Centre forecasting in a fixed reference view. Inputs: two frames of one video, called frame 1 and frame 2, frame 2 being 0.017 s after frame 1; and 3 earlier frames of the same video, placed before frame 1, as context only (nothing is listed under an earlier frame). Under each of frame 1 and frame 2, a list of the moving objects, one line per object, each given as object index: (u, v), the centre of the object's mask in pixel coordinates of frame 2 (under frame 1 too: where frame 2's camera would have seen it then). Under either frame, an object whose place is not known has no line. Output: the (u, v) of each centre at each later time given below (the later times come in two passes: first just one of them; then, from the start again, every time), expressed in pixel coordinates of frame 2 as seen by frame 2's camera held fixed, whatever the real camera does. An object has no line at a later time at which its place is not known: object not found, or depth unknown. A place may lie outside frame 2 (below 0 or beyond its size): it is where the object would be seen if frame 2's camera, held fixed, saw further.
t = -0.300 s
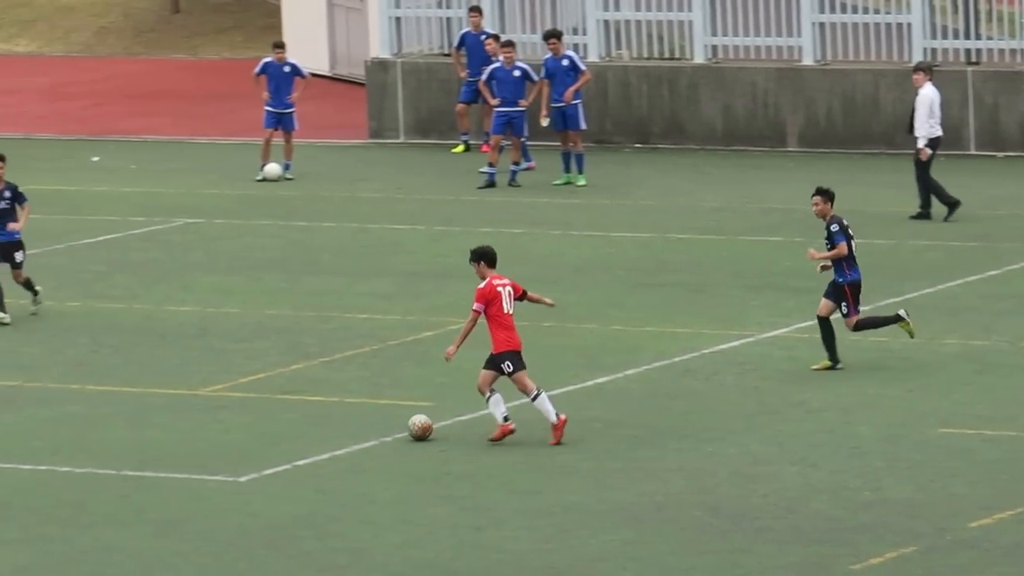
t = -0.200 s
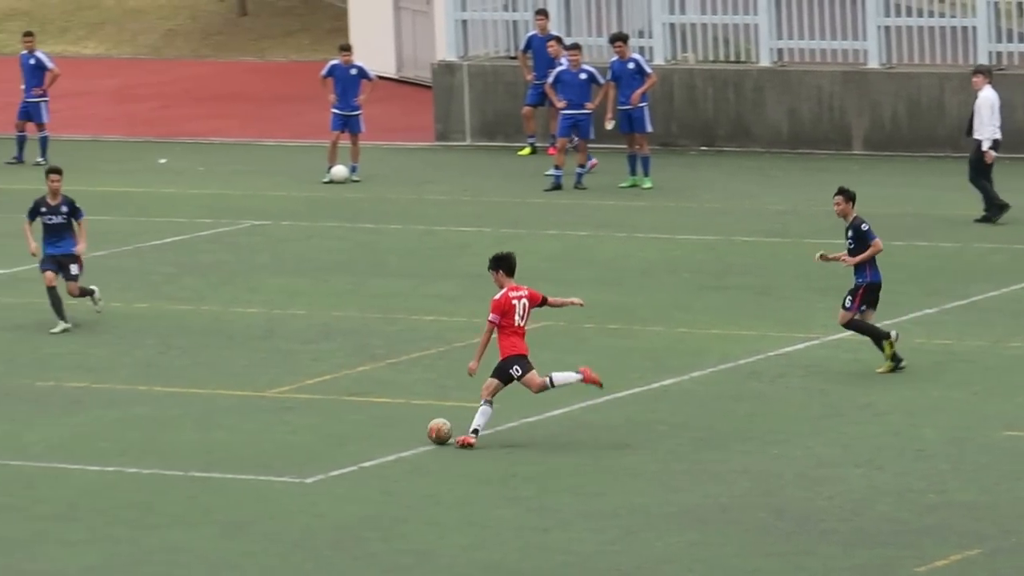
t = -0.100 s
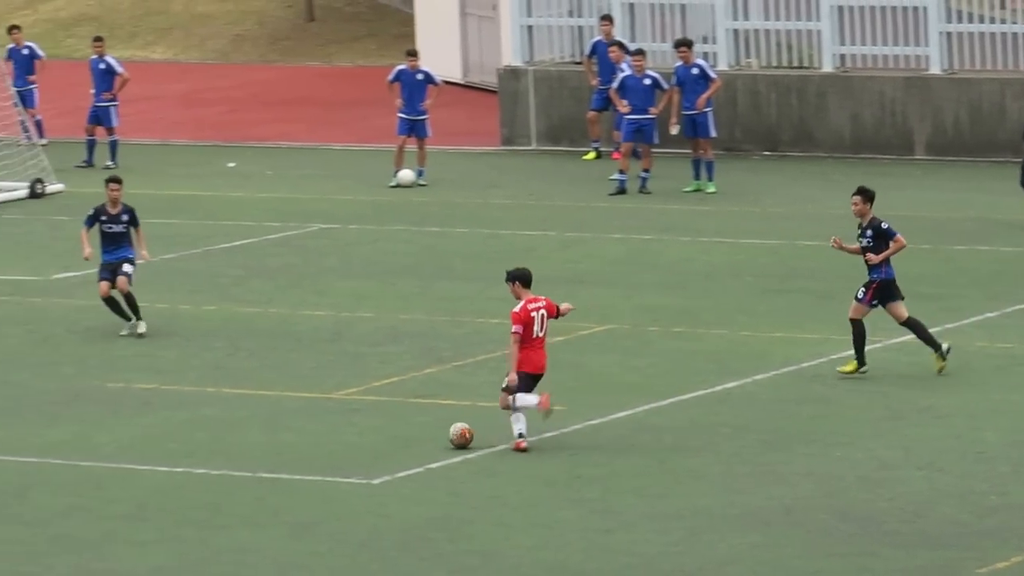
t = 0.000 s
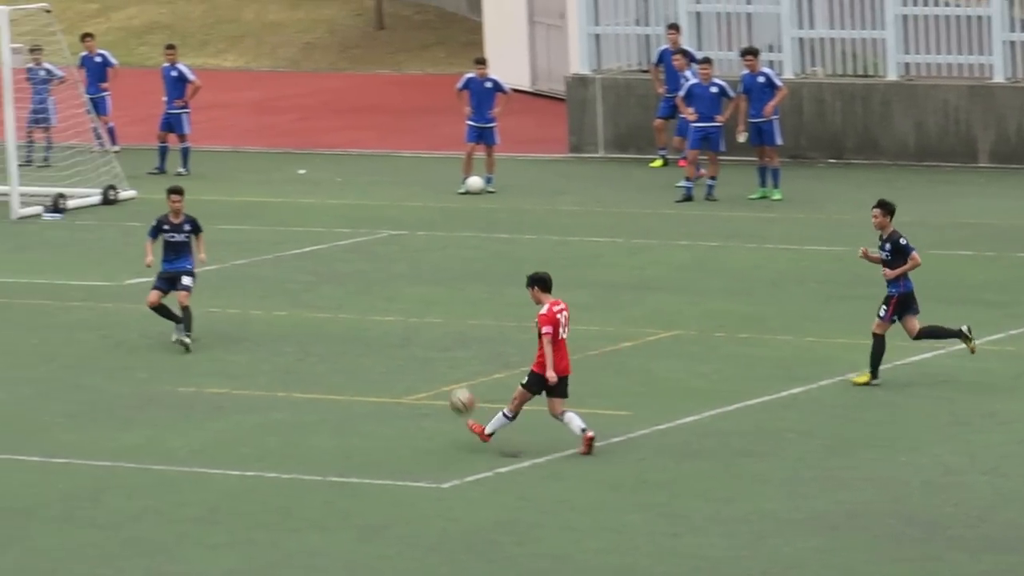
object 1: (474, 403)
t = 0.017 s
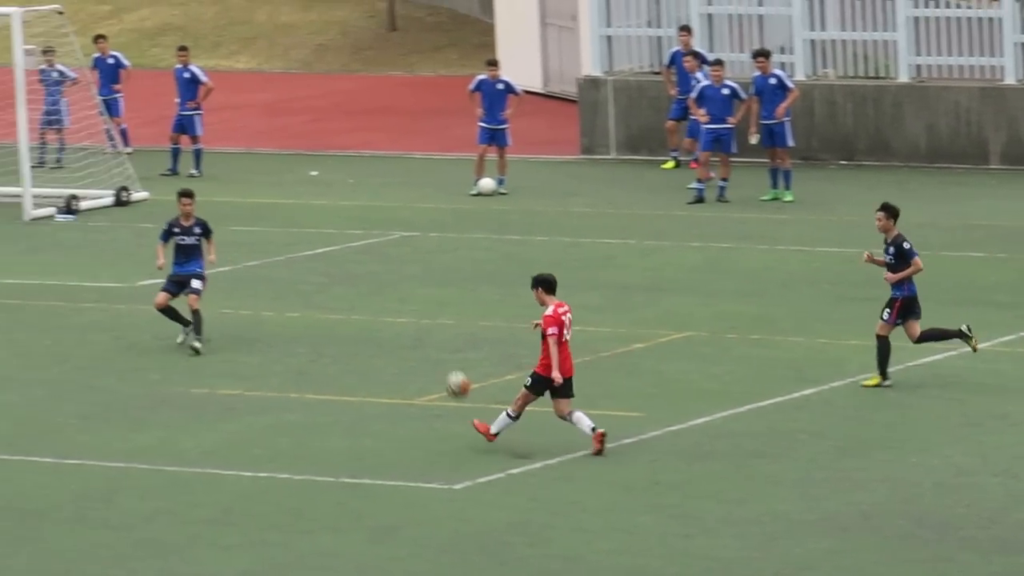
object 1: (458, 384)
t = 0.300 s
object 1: (217, 136)
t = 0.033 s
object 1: (441, 368)
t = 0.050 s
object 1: (425, 351)
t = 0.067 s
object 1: (409, 334)
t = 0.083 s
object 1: (393, 317)
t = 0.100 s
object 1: (378, 302)
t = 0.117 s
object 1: (363, 286)
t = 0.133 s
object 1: (349, 271)
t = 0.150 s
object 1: (334, 256)
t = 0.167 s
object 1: (321, 241)
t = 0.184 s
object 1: (307, 227)
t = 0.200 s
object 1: (294, 213)
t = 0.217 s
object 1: (280, 200)
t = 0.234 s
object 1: (267, 187)
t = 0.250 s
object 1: (254, 174)
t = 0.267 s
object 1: (242, 162)
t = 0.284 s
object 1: (229, 149)
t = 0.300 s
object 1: (217, 136)
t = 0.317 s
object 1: (205, 125)
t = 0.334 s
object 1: (193, 112)
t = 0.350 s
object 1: (182, 101)
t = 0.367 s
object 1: (170, 91)
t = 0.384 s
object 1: (159, 80)
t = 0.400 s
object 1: (148, 70)
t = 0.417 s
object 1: (138, 60)
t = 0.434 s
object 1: (127, 51)
